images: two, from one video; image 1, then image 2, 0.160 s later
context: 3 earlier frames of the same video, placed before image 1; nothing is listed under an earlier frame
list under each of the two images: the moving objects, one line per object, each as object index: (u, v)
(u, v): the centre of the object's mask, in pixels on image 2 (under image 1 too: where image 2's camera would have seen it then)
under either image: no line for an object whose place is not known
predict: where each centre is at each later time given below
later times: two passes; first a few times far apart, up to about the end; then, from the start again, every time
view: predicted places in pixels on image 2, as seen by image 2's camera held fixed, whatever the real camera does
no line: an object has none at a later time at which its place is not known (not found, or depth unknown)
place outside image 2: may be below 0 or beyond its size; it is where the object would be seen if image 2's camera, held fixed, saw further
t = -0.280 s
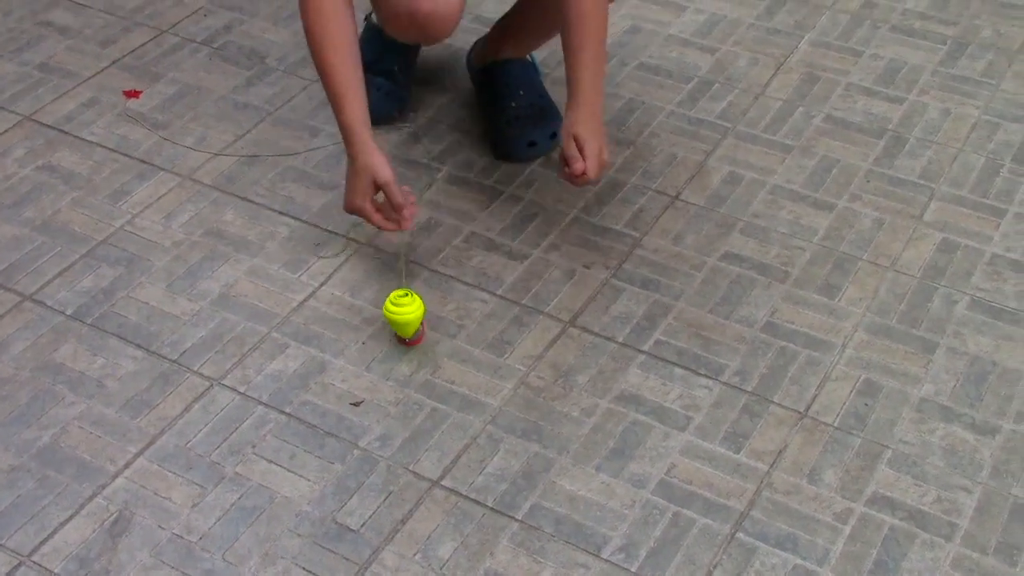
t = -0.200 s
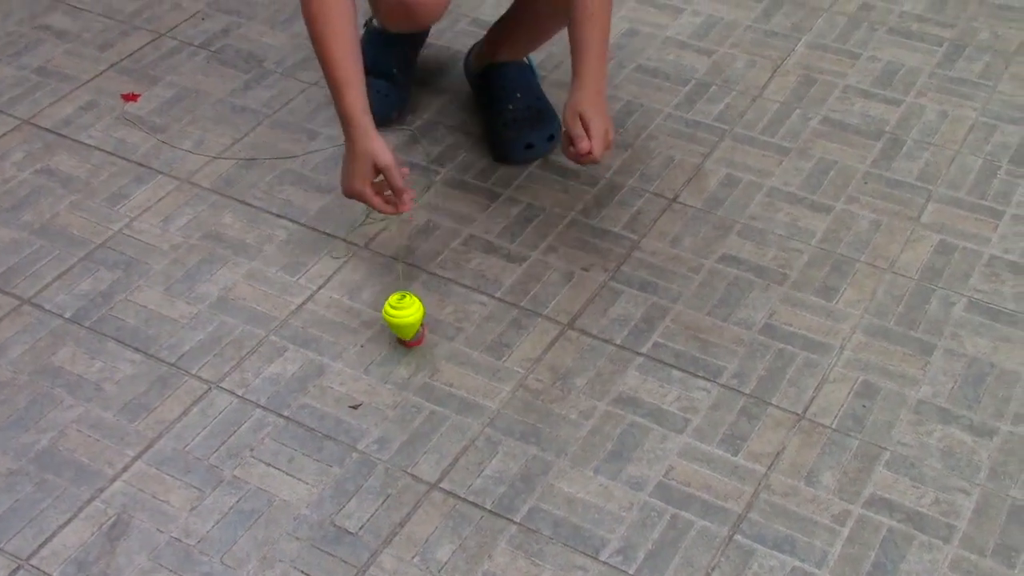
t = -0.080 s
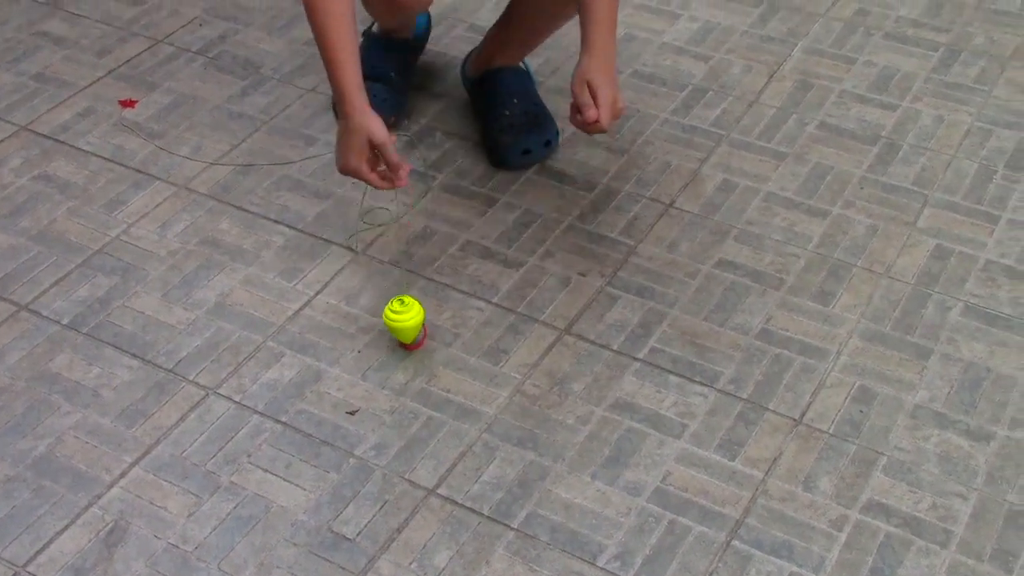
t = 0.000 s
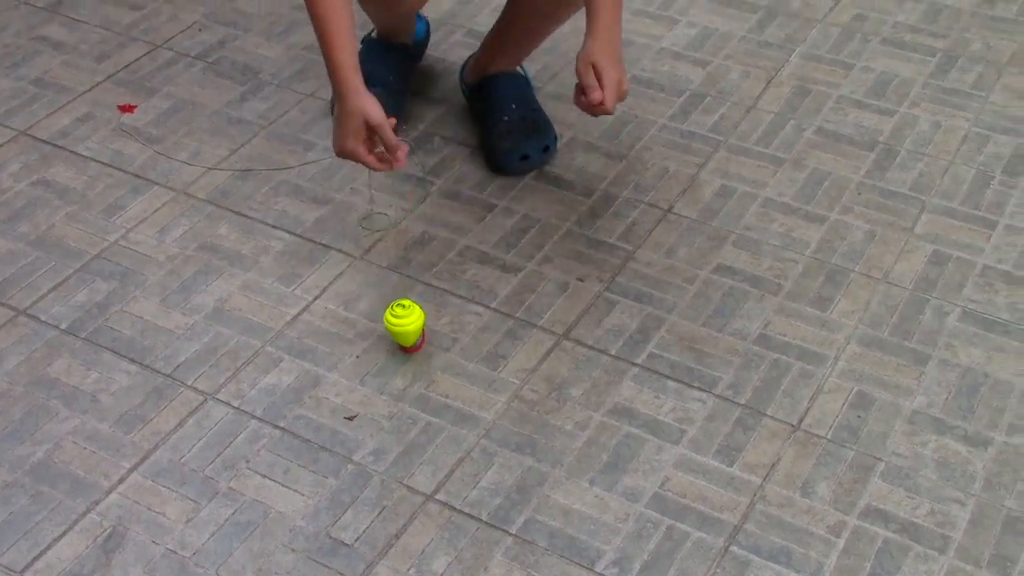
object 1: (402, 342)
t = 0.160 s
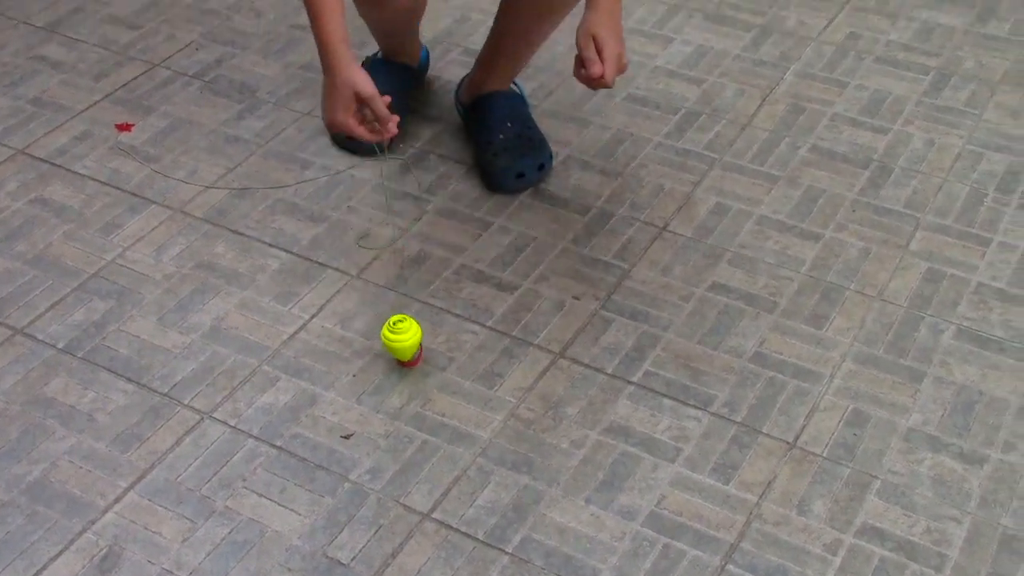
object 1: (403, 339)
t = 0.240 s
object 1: (402, 337)
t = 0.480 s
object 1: (398, 332)
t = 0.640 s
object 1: (398, 332)
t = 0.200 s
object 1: (403, 338)
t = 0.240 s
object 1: (402, 337)
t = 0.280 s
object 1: (402, 337)
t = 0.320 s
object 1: (402, 337)
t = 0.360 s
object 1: (401, 336)
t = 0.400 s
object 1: (400, 334)
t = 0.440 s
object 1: (399, 332)
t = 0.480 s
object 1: (398, 332)
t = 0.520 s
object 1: (398, 333)
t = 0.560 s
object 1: (398, 333)
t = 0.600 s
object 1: (398, 332)
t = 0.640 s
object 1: (398, 332)
